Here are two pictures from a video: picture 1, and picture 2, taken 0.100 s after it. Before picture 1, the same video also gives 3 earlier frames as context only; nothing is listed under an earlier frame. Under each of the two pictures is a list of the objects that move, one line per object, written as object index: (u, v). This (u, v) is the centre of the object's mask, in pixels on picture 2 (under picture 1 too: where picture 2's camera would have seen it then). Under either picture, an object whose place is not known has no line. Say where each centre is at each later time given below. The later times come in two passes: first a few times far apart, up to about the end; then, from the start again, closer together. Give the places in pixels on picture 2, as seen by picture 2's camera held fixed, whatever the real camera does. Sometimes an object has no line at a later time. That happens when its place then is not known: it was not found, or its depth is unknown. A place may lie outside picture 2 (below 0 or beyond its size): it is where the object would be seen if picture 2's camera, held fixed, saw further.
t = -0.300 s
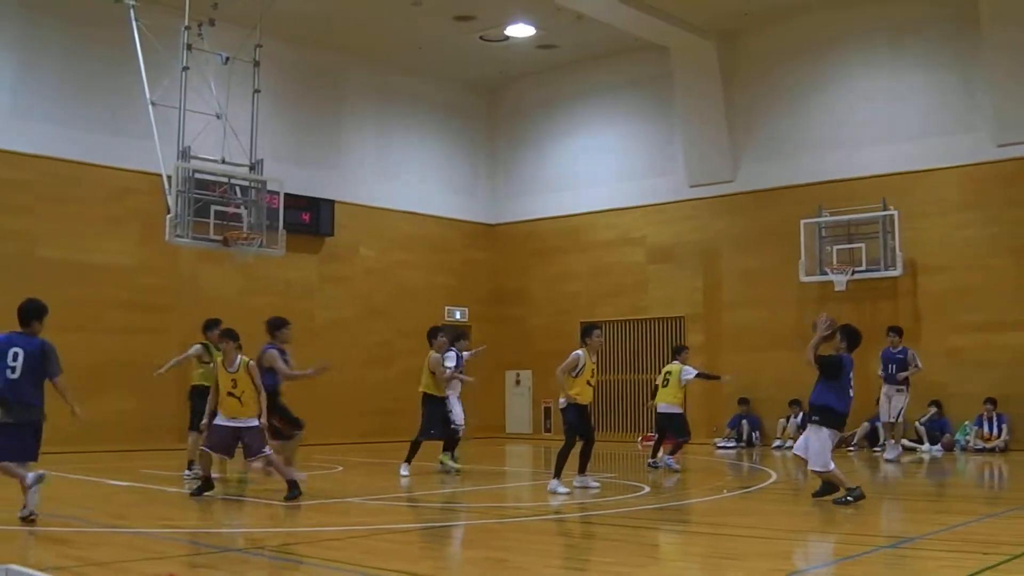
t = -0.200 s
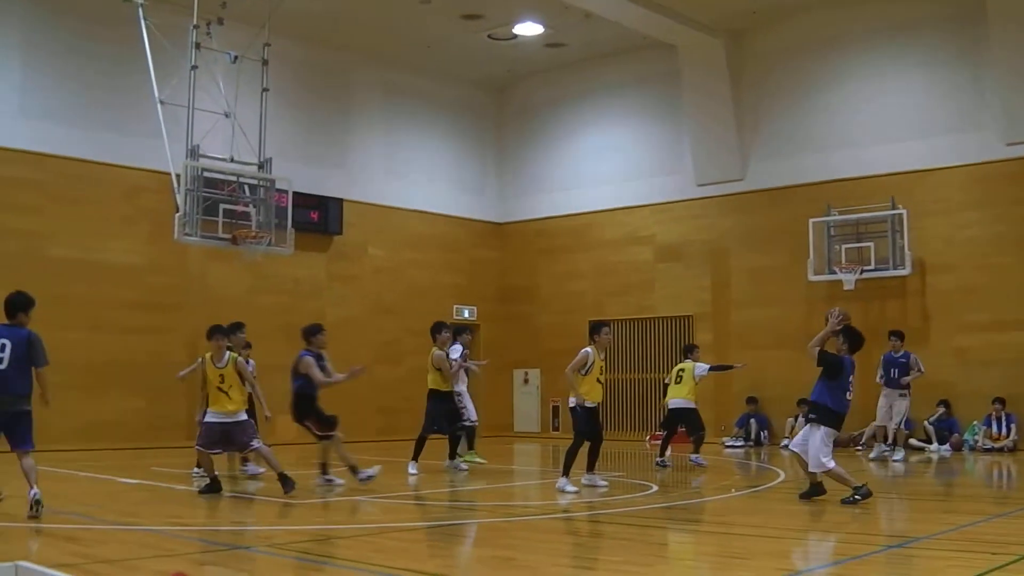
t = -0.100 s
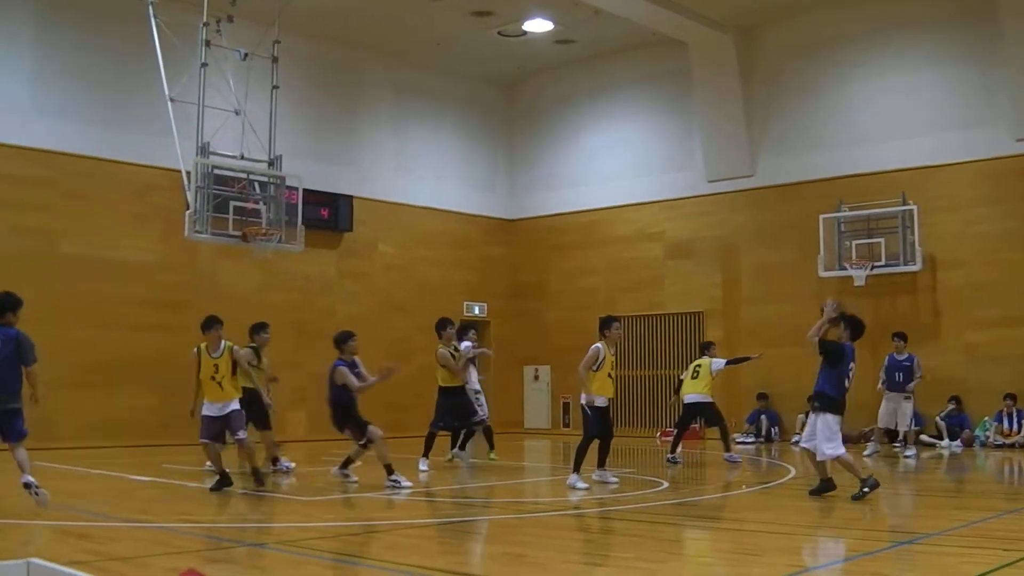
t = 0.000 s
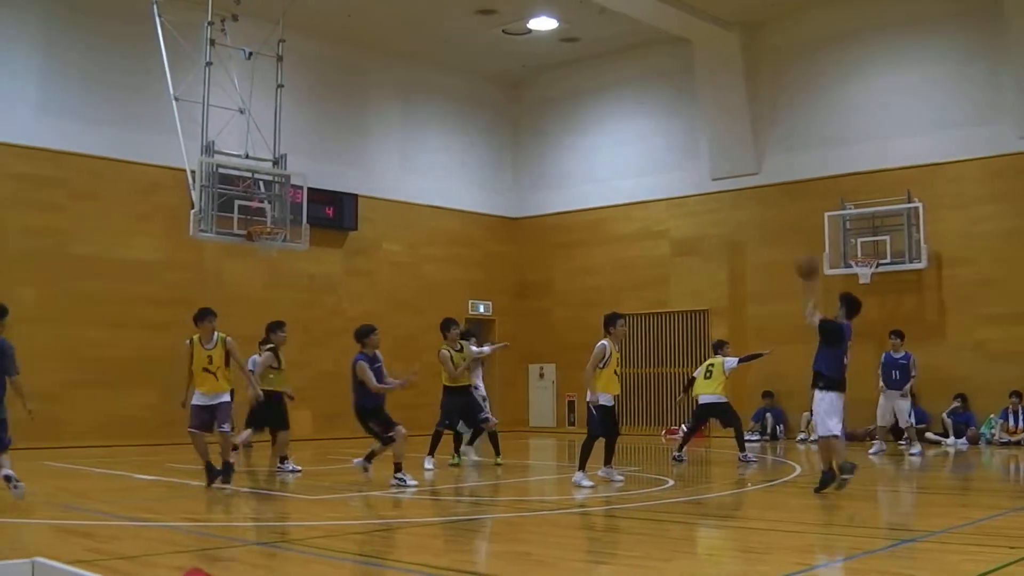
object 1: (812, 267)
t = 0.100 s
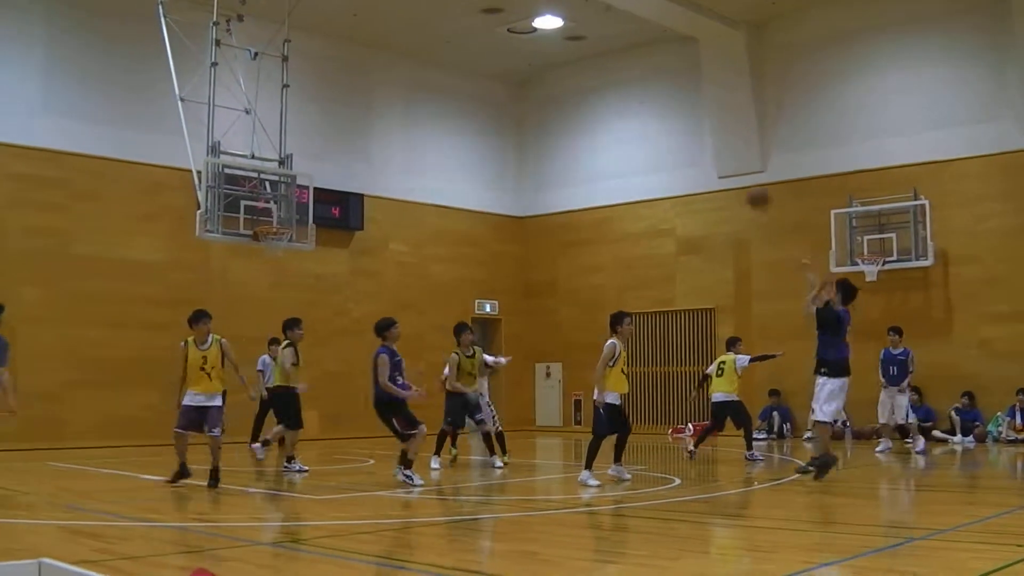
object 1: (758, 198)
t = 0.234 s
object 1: (688, 127)
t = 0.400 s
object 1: (607, 70)
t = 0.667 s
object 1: (500, 40)
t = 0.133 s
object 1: (739, 177)
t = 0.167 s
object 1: (721, 160)
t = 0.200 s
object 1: (704, 142)
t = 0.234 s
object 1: (688, 127)
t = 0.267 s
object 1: (672, 114)
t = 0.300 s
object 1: (655, 102)
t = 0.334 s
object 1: (638, 90)
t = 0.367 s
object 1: (622, 80)
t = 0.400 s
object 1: (607, 70)
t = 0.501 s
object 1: (565, 51)
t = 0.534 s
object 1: (552, 48)
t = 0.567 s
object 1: (538, 45)
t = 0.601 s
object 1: (526, 43)
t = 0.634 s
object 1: (512, 41)
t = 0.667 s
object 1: (500, 40)
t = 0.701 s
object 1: (488, 40)
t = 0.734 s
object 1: (476, 41)
